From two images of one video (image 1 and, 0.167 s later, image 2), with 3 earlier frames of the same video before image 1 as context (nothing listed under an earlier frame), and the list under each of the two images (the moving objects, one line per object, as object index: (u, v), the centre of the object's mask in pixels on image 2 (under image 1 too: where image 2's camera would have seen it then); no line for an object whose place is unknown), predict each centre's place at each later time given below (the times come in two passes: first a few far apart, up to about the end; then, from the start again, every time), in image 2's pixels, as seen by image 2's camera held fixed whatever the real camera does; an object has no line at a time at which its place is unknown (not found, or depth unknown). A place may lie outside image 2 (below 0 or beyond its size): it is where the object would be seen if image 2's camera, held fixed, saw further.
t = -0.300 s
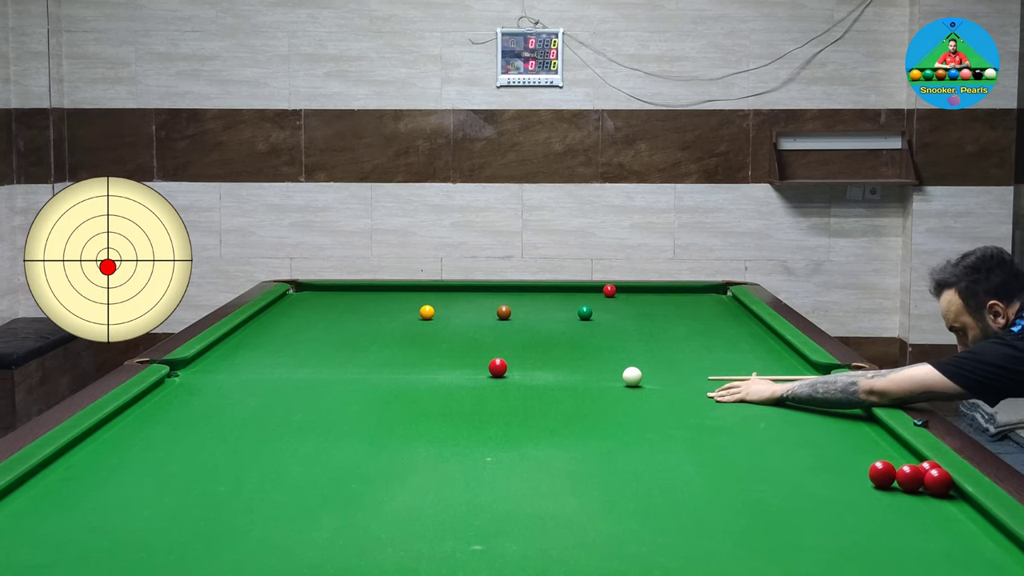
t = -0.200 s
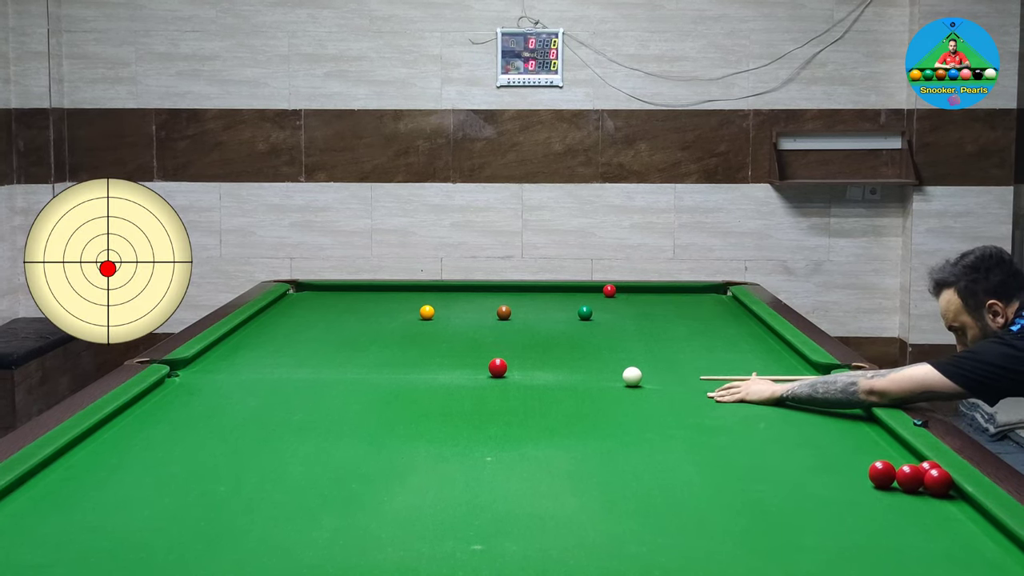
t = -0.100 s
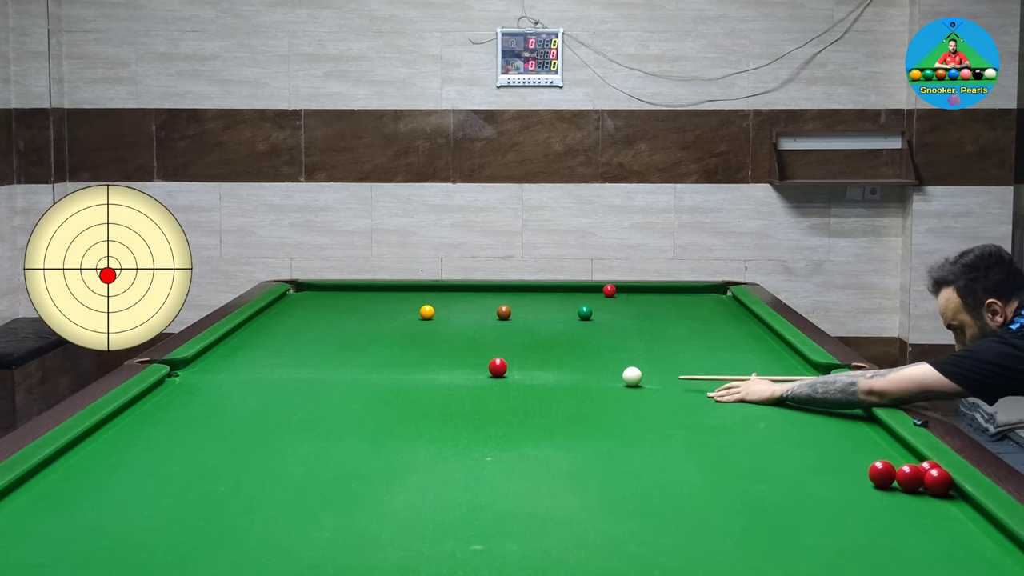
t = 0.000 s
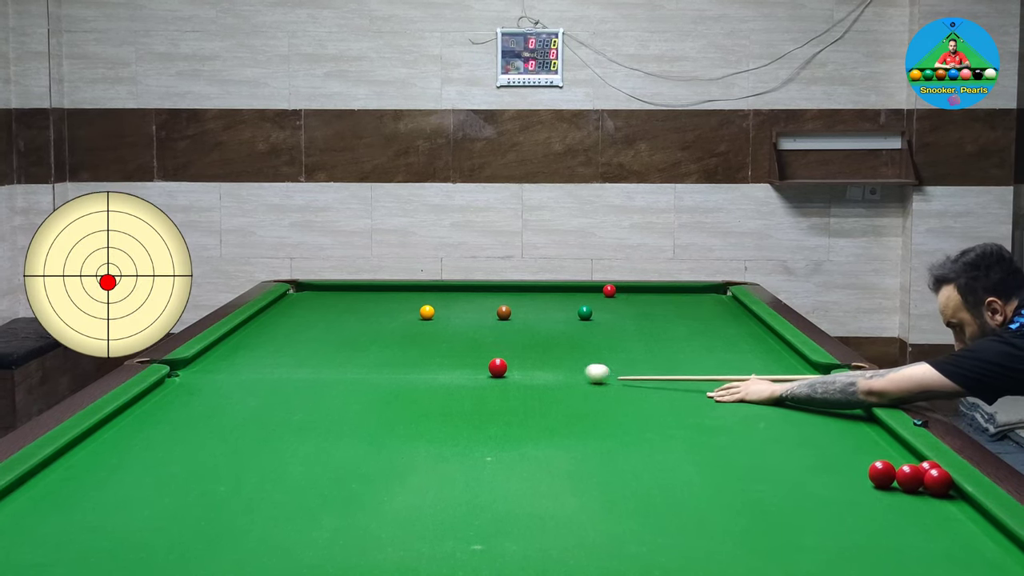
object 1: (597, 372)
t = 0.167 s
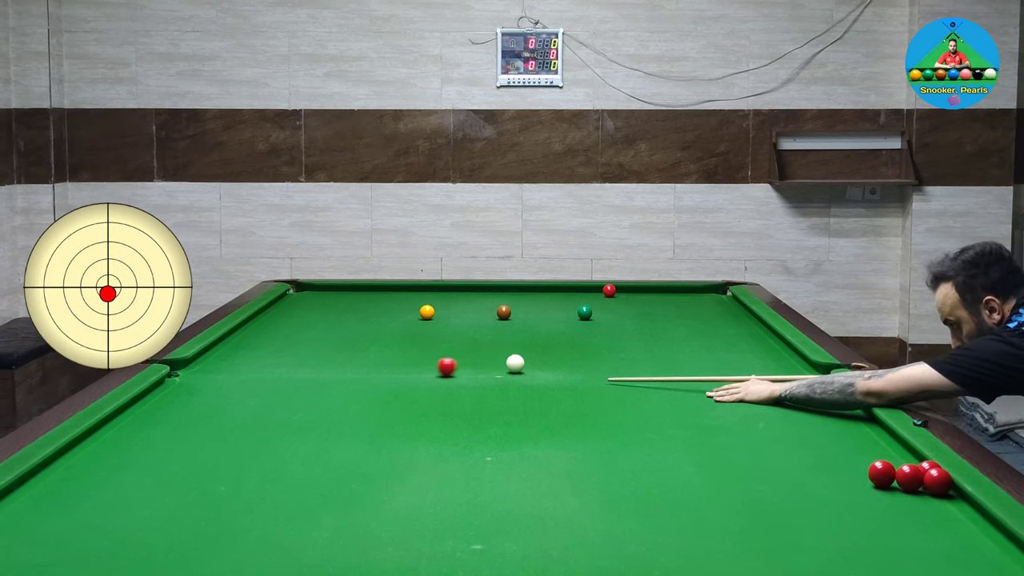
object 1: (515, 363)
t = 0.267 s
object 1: (512, 359)
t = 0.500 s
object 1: (506, 350)
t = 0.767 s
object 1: (500, 341)
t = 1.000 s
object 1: (494, 334)
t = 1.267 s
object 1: (488, 326)
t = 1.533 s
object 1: (483, 320)
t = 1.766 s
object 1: (478, 315)
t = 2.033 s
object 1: (472, 309)
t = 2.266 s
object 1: (468, 305)
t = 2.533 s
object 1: (463, 301)
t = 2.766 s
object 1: (459, 297)
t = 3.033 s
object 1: (455, 294)
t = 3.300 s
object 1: (452, 291)
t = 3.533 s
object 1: (449, 288)
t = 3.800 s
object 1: (446, 286)
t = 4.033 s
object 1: (443, 288)
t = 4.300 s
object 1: (440, 289)
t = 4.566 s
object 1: (437, 290)
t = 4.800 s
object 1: (436, 291)
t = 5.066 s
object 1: (434, 292)
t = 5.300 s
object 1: (433, 292)
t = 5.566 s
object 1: (432, 293)
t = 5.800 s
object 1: (432, 293)
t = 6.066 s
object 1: (432, 293)
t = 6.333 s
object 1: (432, 293)
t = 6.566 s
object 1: (432, 293)
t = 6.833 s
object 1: (432, 293)
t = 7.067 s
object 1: (432, 293)
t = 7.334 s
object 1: (432, 293)
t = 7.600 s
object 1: (432, 294)
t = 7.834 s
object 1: (432, 294)
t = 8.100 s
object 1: (432, 294)
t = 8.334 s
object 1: (432, 294)
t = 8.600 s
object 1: (432, 294)
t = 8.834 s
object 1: (432, 294)
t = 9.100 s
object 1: (432, 294)
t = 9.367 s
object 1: (432, 294)
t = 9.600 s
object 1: (432, 294)
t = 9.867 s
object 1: (432, 294)
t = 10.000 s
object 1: (432, 294)
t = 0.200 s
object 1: (514, 362)
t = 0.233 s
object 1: (513, 360)
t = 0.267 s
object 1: (512, 359)
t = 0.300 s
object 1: (511, 358)
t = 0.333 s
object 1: (511, 356)
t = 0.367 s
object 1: (510, 355)
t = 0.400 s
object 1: (509, 354)
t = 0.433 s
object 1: (508, 352)
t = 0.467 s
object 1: (507, 351)
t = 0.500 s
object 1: (506, 350)
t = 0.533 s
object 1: (506, 349)
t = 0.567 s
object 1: (505, 347)
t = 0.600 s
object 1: (504, 346)
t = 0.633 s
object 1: (503, 345)
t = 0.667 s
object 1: (502, 344)
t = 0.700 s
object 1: (501, 343)
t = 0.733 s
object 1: (501, 342)
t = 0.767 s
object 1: (500, 341)
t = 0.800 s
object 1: (499, 340)
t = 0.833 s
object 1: (498, 339)
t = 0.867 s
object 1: (497, 338)
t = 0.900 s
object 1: (497, 337)
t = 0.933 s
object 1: (496, 336)
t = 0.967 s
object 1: (495, 335)
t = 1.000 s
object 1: (494, 334)
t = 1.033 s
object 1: (494, 333)
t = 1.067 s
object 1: (493, 332)
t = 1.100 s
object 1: (492, 331)
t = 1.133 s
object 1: (491, 330)
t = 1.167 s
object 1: (491, 329)
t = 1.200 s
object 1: (490, 328)
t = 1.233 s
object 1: (489, 327)
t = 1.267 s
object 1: (488, 326)
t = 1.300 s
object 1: (488, 326)
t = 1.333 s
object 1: (487, 325)
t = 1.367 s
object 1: (486, 324)
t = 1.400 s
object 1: (486, 323)
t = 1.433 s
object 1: (485, 322)
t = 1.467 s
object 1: (484, 321)
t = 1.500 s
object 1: (483, 321)
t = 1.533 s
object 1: (483, 320)
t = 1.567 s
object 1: (482, 319)
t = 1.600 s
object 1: (481, 318)
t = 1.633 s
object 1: (481, 318)
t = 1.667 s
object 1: (480, 317)
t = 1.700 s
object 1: (479, 316)
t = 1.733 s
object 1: (478, 315)
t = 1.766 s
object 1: (478, 315)
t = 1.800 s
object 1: (477, 314)
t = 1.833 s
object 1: (476, 313)
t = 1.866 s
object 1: (476, 313)
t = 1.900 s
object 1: (475, 312)
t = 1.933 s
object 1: (474, 311)
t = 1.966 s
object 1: (474, 311)
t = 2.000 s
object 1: (473, 310)
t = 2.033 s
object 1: (472, 309)
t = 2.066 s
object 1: (472, 309)
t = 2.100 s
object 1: (471, 308)
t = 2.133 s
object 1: (470, 307)
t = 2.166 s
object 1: (470, 307)
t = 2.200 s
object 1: (469, 306)
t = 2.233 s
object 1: (468, 306)
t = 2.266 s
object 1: (468, 305)
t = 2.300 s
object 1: (467, 304)
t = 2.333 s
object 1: (467, 304)
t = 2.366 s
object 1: (466, 303)
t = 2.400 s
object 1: (465, 303)
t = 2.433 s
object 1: (465, 302)
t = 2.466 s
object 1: (464, 302)
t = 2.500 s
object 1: (464, 301)
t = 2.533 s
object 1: (463, 301)
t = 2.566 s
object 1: (463, 300)
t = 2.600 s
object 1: (462, 300)
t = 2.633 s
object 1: (461, 299)
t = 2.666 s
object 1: (461, 299)
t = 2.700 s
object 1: (460, 298)
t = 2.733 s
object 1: (460, 298)
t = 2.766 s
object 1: (459, 297)
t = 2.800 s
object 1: (459, 297)
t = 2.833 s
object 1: (458, 296)
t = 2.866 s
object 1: (458, 296)
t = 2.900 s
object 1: (457, 296)
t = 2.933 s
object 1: (457, 295)
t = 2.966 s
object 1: (456, 295)
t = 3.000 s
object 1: (456, 294)
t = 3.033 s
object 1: (455, 294)
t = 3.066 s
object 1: (455, 293)
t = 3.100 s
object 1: (454, 293)
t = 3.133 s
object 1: (454, 293)
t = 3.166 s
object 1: (453, 292)
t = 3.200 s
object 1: (453, 292)
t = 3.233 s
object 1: (452, 292)
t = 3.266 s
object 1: (452, 291)
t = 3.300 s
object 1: (452, 291)
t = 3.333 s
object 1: (451, 290)
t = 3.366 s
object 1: (451, 290)
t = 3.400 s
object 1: (450, 290)
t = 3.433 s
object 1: (450, 289)
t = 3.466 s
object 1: (450, 289)
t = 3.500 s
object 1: (449, 289)
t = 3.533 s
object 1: (449, 288)
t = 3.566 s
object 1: (449, 288)
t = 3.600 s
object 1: (448, 288)
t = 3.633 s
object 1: (448, 287)
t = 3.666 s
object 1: (447, 287)
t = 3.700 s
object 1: (447, 287)
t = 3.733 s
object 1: (447, 287)
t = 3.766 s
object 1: (447, 286)
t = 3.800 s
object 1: (446, 286)
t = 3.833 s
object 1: (446, 286)
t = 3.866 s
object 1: (445, 287)
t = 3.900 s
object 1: (445, 287)
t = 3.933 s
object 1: (444, 287)
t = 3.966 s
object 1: (444, 287)
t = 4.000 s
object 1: (444, 287)
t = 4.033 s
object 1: (443, 288)
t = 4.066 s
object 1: (443, 288)
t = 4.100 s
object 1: (442, 288)
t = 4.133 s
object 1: (442, 288)
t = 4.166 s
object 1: (442, 288)
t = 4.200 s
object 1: (441, 288)
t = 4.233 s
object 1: (441, 288)
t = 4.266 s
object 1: (440, 289)
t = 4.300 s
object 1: (440, 289)
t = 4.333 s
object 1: (440, 289)
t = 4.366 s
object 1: (439, 289)
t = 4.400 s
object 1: (439, 289)
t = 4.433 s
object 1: (439, 289)
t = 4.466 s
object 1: (438, 290)
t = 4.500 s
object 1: (438, 290)
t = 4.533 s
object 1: (438, 290)
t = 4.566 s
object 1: (437, 290)
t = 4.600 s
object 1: (437, 290)
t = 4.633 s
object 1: (437, 290)
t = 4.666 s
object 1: (436, 290)
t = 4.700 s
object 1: (436, 291)
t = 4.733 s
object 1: (436, 291)
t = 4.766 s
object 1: (436, 291)
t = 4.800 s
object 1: (436, 291)
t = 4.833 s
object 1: (435, 291)
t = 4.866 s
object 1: (435, 291)
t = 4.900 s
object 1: (435, 291)
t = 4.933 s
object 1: (435, 291)
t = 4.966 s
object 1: (434, 292)
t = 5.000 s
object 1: (434, 292)
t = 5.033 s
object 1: (434, 292)
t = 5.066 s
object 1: (434, 292)
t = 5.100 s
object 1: (434, 292)
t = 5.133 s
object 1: (434, 292)
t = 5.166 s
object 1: (434, 292)
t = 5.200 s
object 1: (434, 292)
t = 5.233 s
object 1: (433, 292)
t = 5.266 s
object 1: (433, 292)
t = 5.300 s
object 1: (433, 292)
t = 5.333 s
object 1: (433, 292)
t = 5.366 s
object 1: (433, 293)
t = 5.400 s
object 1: (433, 293)
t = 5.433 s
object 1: (433, 293)
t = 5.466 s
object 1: (433, 293)
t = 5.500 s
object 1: (432, 293)
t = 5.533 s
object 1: (432, 293)
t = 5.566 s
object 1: (432, 293)
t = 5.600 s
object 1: (432, 293)
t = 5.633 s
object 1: (432, 293)
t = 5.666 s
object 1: (432, 293)
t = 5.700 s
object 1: (432, 293)
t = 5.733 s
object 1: (432, 293)
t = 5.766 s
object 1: (432, 293)
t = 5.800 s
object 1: (432, 293)
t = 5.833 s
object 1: (432, 293)
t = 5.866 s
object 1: (432, 293)
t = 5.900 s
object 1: (432, 293)
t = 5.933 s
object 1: (432, 293)
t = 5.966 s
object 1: (432, 293)
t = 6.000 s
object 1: (432, 293)
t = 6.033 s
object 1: (432, 293)
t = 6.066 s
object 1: (432, 293)
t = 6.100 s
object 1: (432, 293)
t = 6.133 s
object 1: (432, 293)
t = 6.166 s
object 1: (432, 293)
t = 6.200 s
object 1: (432, 293)
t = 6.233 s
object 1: (432, 293)
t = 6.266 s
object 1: (432, 293)
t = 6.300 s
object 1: (432, 293)
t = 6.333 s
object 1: (432, 293)
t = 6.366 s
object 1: (432, 293)
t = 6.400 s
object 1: (432, 293)
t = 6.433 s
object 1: (432, 293)
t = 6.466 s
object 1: (432, 293)
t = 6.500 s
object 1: (432, 293)
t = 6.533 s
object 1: (432, 293)
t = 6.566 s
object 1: (432, 293)
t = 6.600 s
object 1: (432, 293)
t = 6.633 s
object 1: (432, 293)
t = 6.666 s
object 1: (432, 293)
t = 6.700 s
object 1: (432, 293)
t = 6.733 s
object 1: (432, 293)
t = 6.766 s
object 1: (432, 293)
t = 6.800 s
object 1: (432, 293)
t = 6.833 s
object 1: (432, 293)
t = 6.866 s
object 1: (432, 293)
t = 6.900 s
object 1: (432, 293)
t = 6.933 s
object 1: (432, 293)
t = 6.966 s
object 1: (432, 293)
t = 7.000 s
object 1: (432, 293)
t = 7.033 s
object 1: (432, 293)
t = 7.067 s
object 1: (432, 293)
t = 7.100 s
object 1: (432, 293)
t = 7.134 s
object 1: (432, 293)
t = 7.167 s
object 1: (432, 293)
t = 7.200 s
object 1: (432, 293)
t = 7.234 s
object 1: (432, 293)
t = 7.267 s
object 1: (432, 294)
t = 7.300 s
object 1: (432, 294)
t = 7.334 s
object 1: (432, 293)
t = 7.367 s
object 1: (432, 294)
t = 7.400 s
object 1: (432, 294)
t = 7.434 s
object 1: (432, 293)
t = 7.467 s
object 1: (432, 293)
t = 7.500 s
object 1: (432, 294)
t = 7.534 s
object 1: (432, 294)
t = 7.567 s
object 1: (432, 294)
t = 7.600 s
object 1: (432, 294)
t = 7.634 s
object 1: (432, 294)
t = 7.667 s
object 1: (432, 294)
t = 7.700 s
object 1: (432, 294)
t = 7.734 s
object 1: (432, 294)
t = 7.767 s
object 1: (432, 294)
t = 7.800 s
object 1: (432, 294)
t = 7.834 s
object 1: (432, 294)
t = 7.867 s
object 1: (432, 294)
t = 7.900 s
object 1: (432, 294)
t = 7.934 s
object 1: (432, 294)
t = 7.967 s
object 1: (432, 294)
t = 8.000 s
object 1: (432, 294)
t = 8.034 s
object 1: (432, 294)
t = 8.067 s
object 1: (432, 294)
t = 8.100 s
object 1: (432, 294)
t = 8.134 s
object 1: (432, 294)
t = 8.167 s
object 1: (432, 294)
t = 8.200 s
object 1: (432, 294)
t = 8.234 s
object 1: (432, 294)
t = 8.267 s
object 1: (432, 294)
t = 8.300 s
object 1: (432, 294)
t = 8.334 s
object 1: (432, 294)
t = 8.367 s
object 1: (432, 294)
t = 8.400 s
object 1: (432, 294)
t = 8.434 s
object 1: (432, 294)
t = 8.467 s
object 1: (432, 294)
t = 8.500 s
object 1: (432, 294)
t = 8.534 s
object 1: (432, 293)
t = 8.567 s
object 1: (432, 294)
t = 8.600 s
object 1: (432, 294)
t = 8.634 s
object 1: (432, 293)
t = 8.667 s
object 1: (432, 294)
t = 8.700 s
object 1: (432, 294)
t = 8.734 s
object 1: (432, 294)
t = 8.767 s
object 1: (432, 294)
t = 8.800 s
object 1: (432, 294)
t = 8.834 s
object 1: (432, 294)
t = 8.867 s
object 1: (432, 294)
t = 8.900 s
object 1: (432, 294)
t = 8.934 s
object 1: (432, 294)
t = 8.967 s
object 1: (432, 294)
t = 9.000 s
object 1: (432, 294)
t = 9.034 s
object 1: (432, 294)
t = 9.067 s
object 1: (432, 294)
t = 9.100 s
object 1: (432, 294)
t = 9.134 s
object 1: (432, 294)
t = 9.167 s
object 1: (432, 294)
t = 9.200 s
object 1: (432, 294)
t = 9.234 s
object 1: (432, 294)
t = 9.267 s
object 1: (432, 294)
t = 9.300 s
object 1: (432, 293)
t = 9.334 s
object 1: (432, 293)
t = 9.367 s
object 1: (432, 294)
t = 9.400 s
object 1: (432, 294)
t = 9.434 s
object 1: (432, 294)
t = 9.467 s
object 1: (432, 294)
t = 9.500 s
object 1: (432, 294)
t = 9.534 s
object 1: (432, 294)
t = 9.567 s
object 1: (432, 294)
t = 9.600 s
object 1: (432, 294)
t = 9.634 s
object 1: (432, 294)
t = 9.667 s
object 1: (432, 294)
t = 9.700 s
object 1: (432, 294)
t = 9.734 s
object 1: (432, 294)
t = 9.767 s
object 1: (432, 294)
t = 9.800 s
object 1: (432, 294)
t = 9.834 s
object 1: (432, 294)
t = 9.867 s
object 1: (432, 294)
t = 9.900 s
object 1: (432, 294)
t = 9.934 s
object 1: (432, 294)
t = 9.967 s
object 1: (432, 294)
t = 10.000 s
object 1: (432, 294)
